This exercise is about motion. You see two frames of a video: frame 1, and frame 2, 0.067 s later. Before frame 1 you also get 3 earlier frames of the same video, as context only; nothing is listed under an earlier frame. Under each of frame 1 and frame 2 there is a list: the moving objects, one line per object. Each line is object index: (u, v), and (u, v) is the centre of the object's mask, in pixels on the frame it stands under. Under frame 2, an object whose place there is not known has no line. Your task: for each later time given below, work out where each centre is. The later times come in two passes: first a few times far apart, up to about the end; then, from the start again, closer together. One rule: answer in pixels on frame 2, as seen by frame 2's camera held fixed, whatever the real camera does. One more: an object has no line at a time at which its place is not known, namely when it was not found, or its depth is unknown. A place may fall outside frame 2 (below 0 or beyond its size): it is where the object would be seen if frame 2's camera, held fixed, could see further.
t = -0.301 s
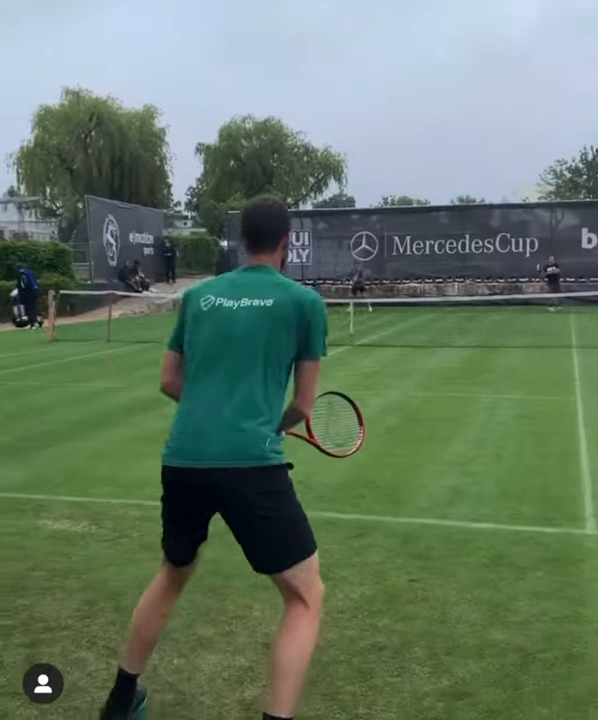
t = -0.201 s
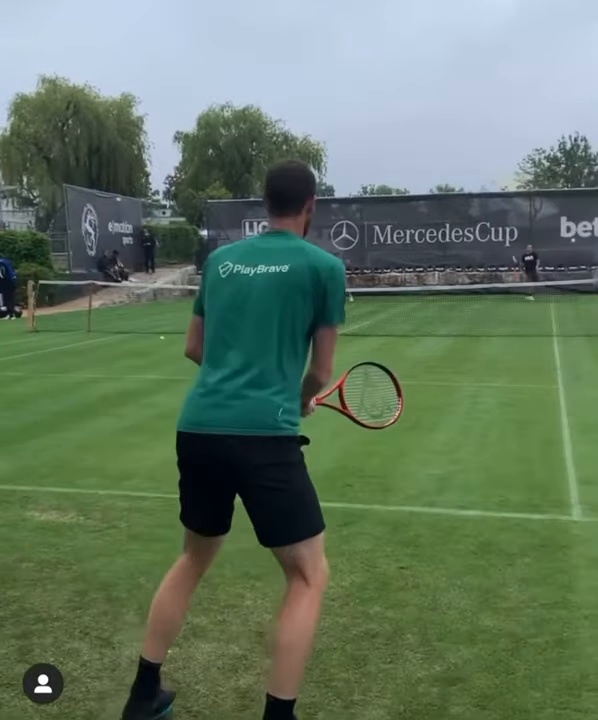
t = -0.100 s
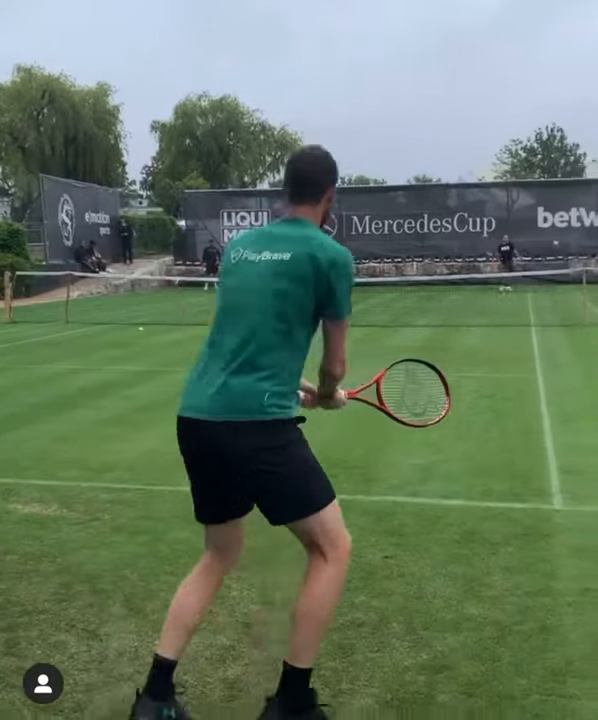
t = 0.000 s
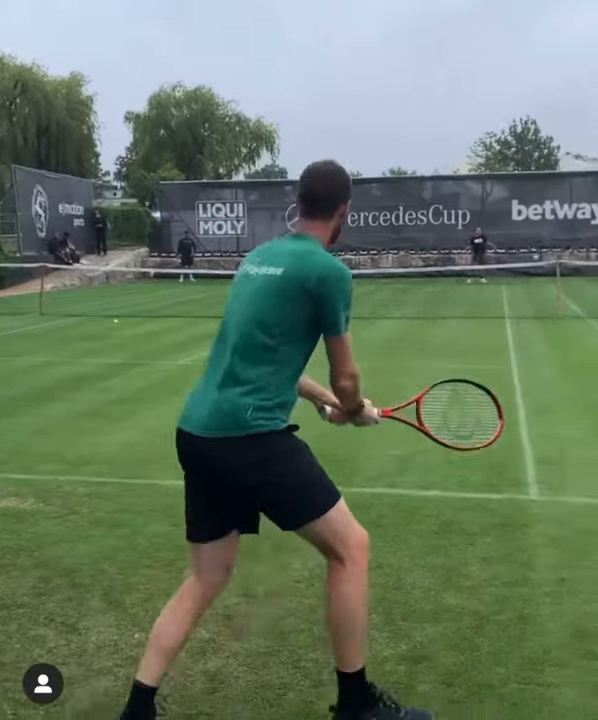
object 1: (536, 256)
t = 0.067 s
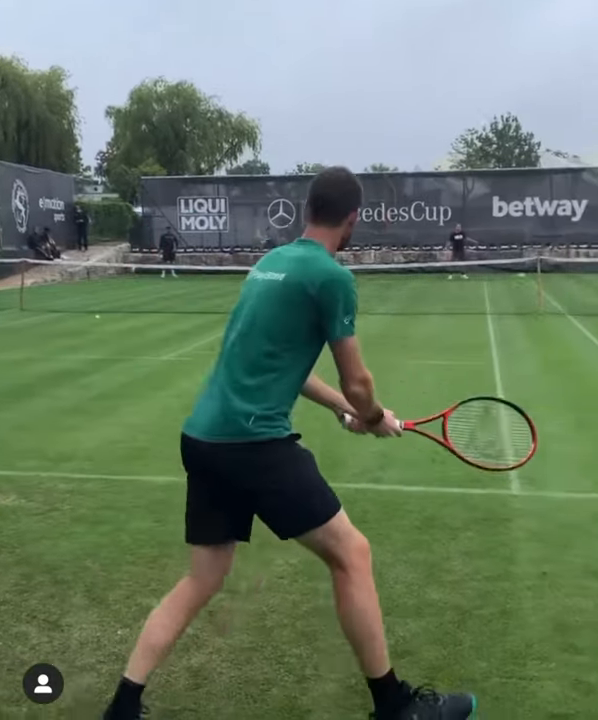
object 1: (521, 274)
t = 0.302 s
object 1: (539, 349)
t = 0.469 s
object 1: (551, 309)
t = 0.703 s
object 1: (575, 304)
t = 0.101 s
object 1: (524, 288)
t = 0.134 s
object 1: (525, 303)
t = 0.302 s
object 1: (539, 349)
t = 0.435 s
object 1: (548, 315)
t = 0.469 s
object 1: (551, 309)
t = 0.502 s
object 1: (553, 304)
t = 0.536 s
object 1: (556, 301)
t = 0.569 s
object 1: (560, 298)
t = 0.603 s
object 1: (563, 297)
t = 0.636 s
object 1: (566, 297)
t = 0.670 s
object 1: (570, 299)
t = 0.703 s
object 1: (575, 304)
